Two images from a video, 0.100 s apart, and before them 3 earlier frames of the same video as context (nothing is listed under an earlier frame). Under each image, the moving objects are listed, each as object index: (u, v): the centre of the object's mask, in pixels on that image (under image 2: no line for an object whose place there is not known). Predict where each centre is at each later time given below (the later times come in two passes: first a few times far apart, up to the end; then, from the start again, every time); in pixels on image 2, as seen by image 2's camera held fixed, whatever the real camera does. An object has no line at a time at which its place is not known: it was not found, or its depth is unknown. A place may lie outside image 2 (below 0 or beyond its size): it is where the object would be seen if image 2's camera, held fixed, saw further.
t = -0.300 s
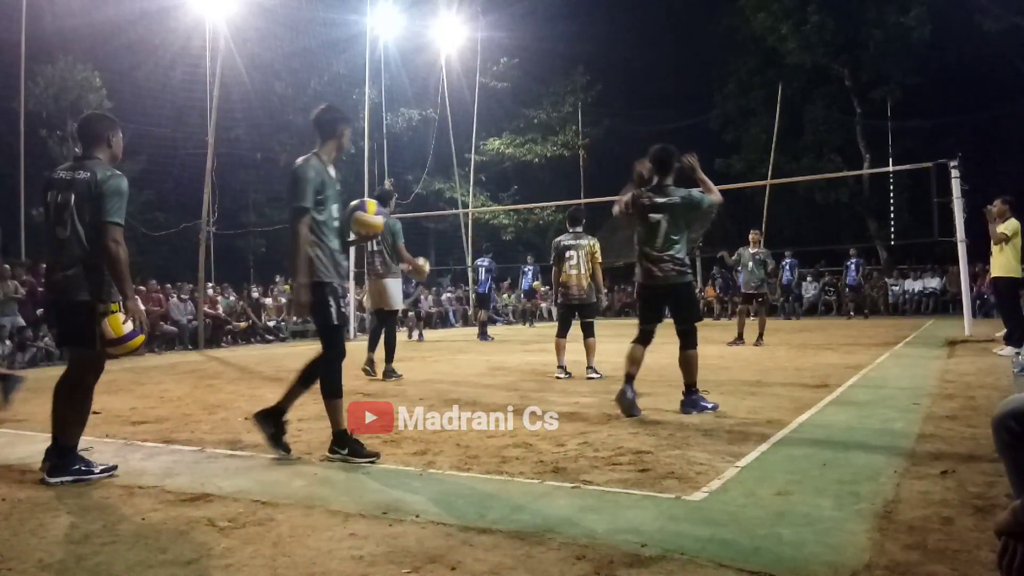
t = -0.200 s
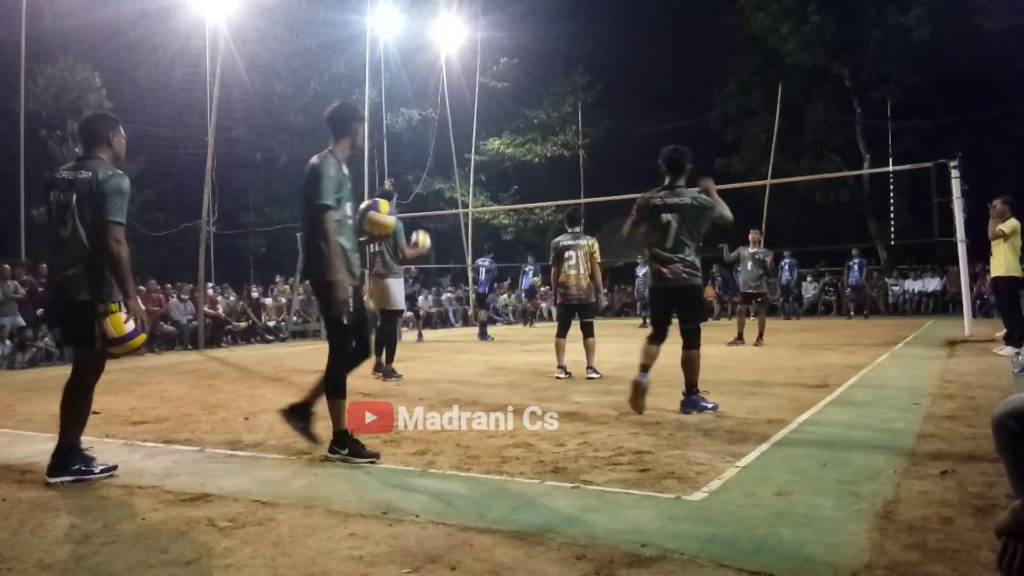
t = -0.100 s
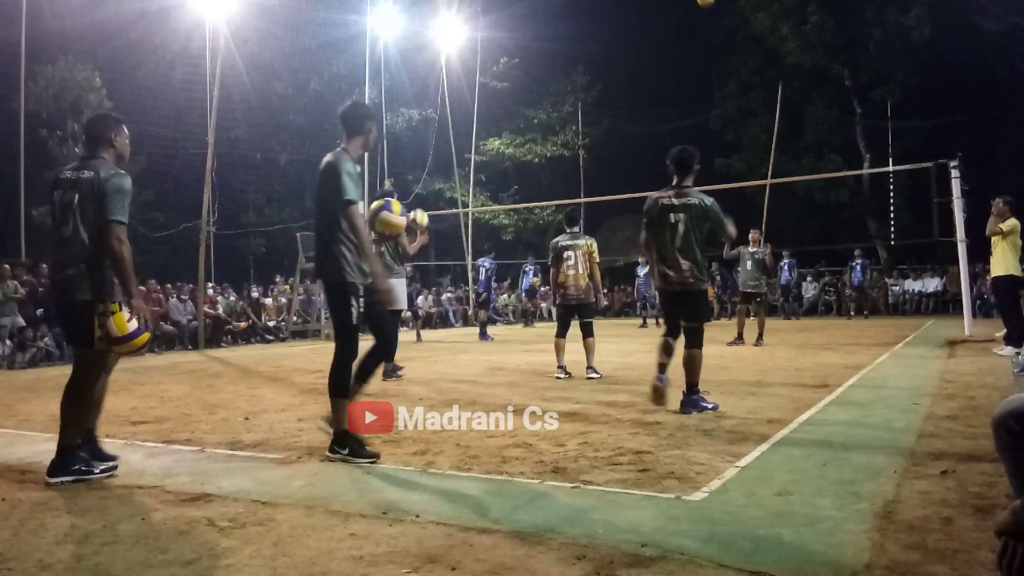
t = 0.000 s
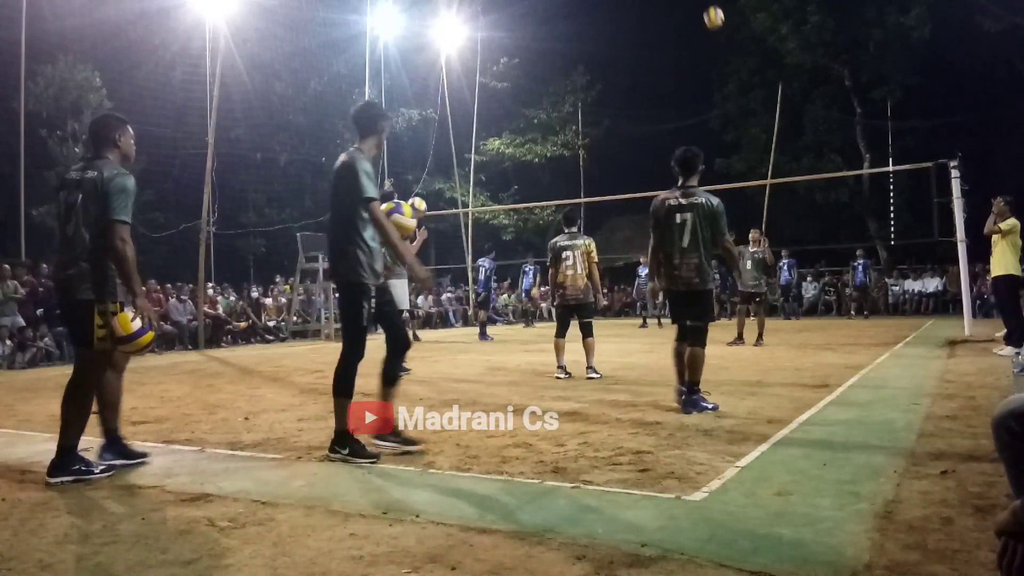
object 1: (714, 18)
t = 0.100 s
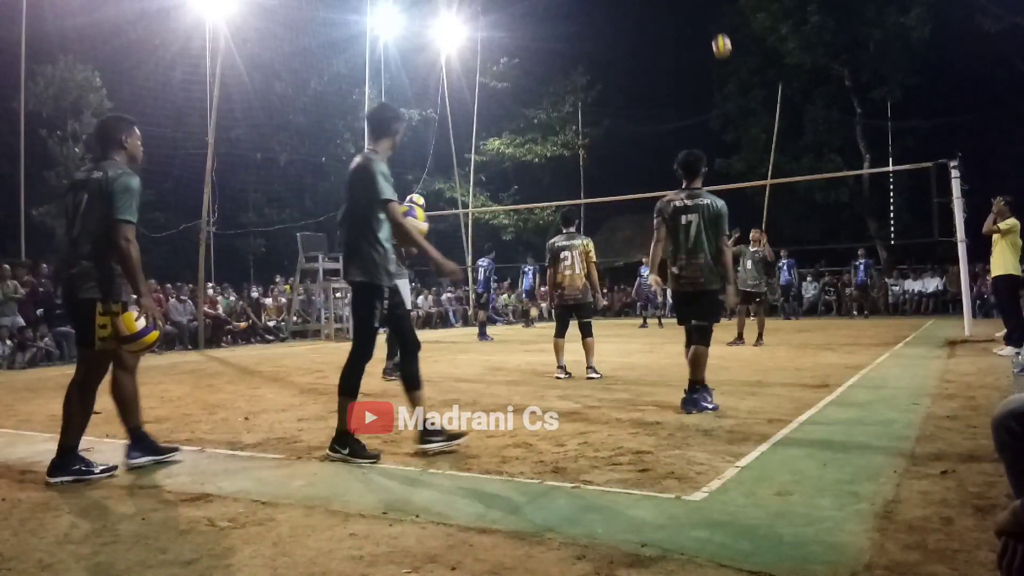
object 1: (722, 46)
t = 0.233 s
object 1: (731, 92)
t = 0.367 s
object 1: (739, 145)
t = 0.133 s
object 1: (724, 57)
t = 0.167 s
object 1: (726, 68)
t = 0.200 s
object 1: (729, 80)
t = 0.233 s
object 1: (731, 92)
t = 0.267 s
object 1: (733, 105)
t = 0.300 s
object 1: (735, 118)
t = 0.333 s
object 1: (737, 132)
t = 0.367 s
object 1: (739, 145)
